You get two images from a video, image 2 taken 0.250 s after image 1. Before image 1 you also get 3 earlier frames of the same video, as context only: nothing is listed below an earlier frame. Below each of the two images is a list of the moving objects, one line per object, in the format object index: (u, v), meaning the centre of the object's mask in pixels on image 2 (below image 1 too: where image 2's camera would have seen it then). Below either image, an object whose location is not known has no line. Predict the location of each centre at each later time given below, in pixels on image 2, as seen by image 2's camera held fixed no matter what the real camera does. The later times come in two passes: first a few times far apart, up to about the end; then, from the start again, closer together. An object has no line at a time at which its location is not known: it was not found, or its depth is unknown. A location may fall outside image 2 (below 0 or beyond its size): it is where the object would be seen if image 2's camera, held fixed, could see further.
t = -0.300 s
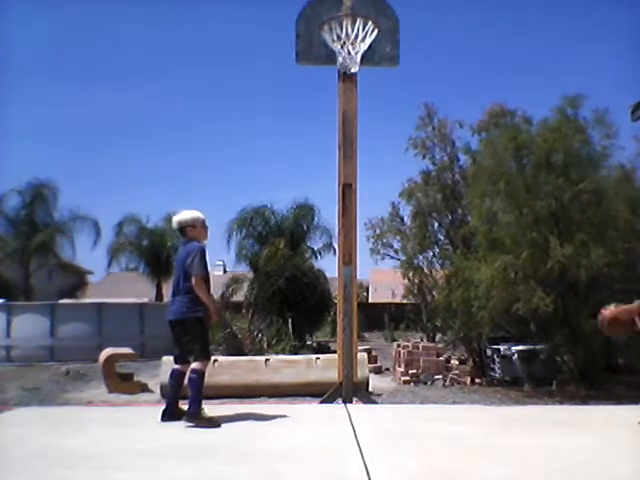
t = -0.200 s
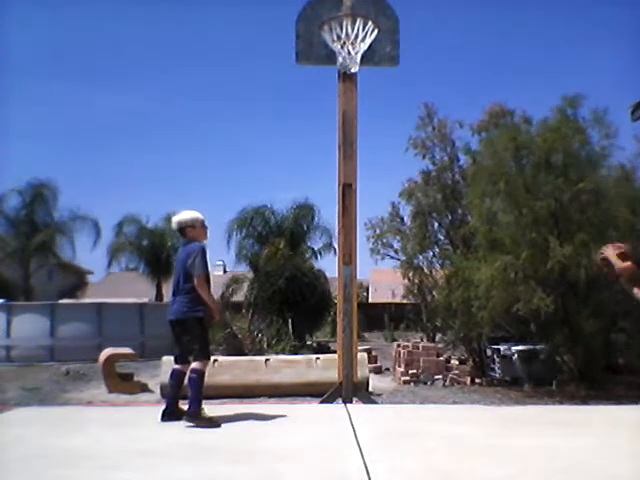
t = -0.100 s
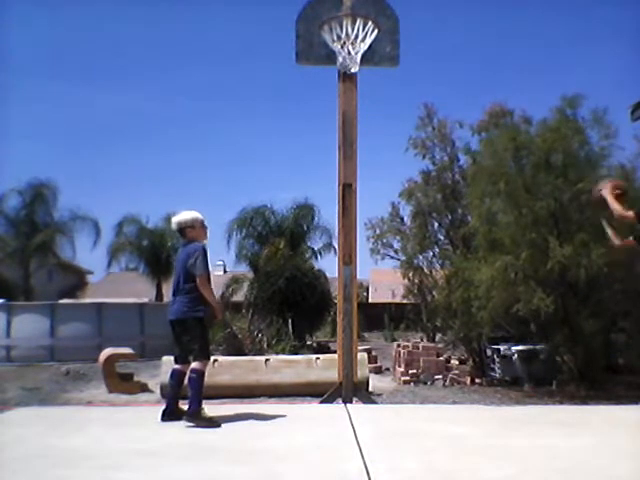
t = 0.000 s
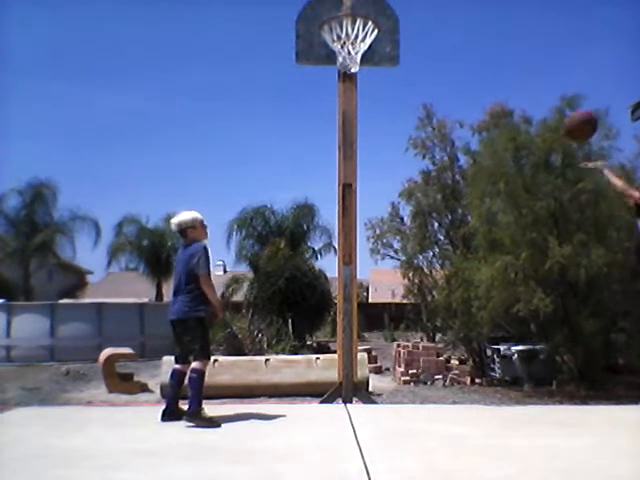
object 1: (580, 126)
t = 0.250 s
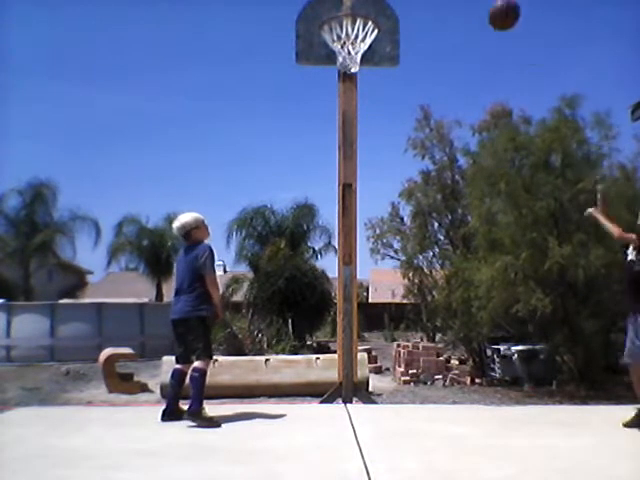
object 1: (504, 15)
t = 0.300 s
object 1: (489, 8)
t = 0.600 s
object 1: (413, 5)
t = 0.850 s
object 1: (395, 28)
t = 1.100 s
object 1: (426, 46)
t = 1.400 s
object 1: (467, 166)
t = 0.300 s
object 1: (489, 8)
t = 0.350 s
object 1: (475, 4)
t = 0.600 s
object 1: (413, 5)
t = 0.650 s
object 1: (401, 9)
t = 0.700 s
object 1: (390, 18)
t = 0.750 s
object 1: (386, 23)
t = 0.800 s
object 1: (389, 24)
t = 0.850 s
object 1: (395, 28)
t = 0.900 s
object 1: (401, 26)
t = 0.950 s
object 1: (407, 26)
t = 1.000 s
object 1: (413, 30)
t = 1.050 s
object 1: (419, 36)
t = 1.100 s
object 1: (426, 46)
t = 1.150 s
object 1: (432, 57)
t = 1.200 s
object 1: (438, 72)
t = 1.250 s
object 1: (445, 91)
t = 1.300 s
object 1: (452, 113)
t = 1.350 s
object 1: (460, 139)
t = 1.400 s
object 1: (467, 166)
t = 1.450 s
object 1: (474, 199)
